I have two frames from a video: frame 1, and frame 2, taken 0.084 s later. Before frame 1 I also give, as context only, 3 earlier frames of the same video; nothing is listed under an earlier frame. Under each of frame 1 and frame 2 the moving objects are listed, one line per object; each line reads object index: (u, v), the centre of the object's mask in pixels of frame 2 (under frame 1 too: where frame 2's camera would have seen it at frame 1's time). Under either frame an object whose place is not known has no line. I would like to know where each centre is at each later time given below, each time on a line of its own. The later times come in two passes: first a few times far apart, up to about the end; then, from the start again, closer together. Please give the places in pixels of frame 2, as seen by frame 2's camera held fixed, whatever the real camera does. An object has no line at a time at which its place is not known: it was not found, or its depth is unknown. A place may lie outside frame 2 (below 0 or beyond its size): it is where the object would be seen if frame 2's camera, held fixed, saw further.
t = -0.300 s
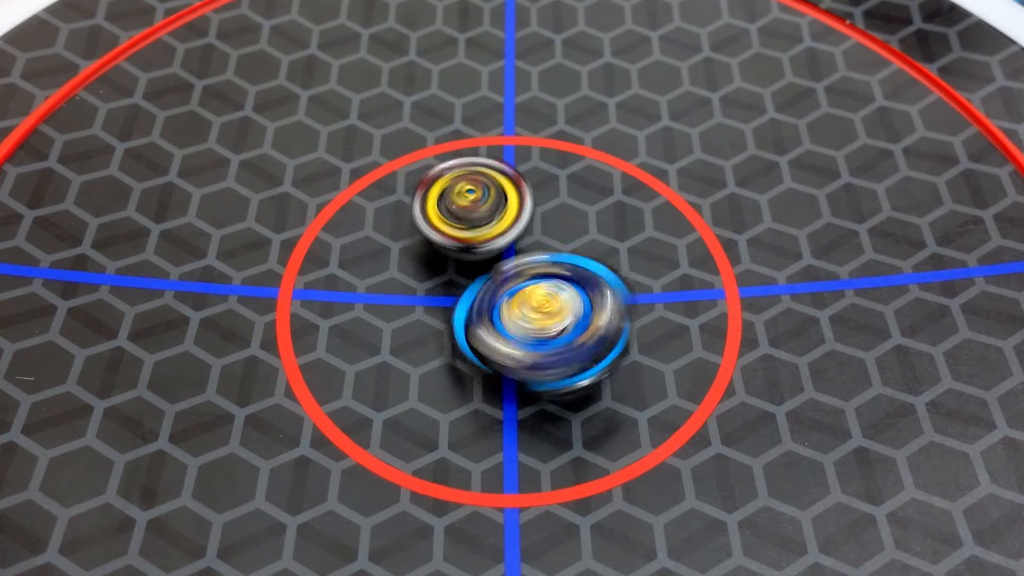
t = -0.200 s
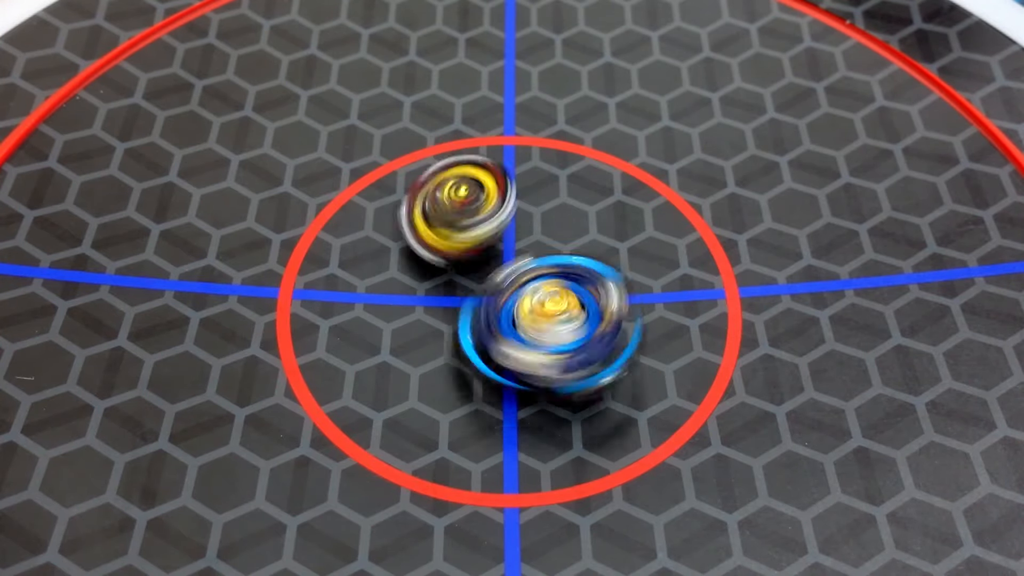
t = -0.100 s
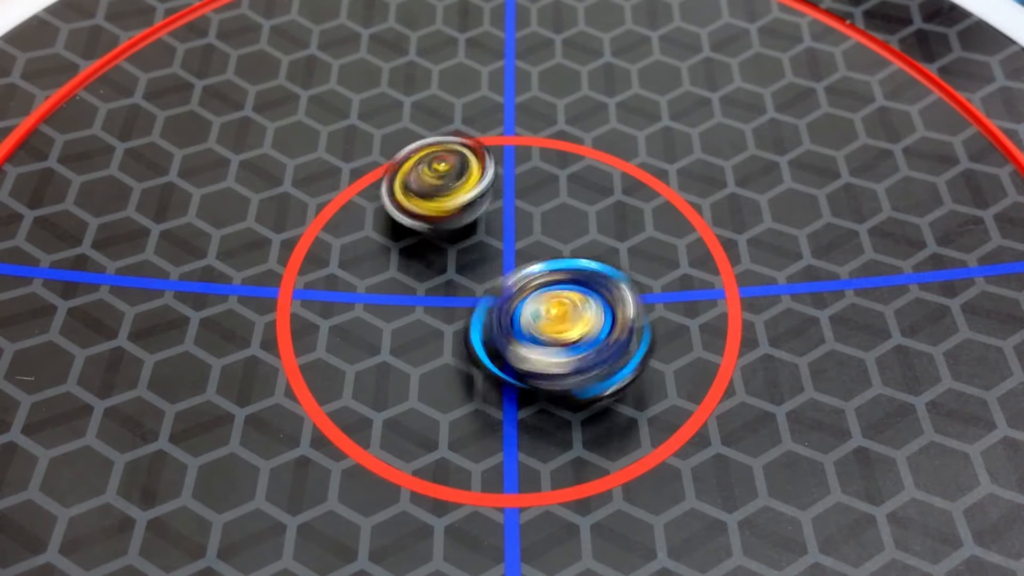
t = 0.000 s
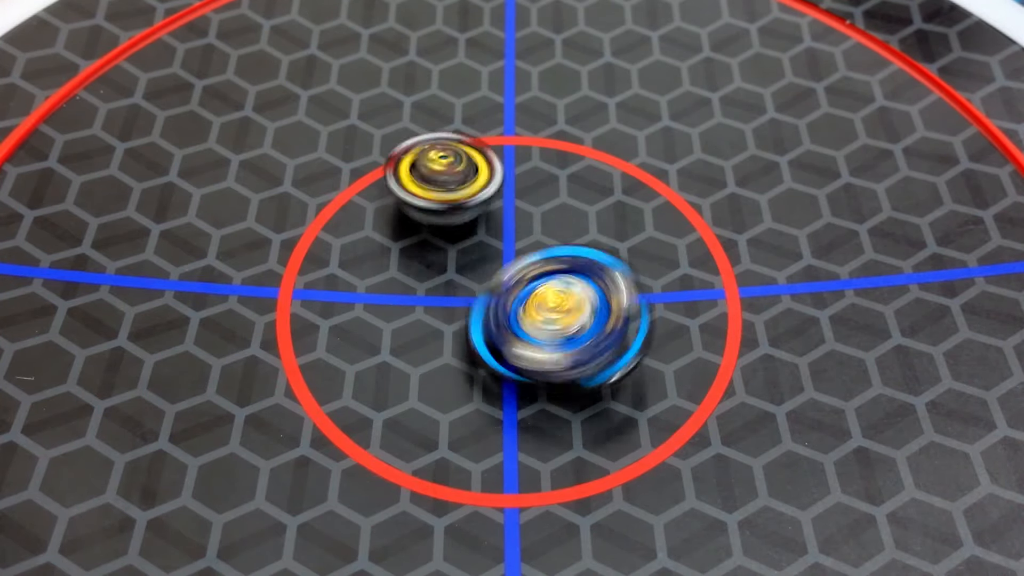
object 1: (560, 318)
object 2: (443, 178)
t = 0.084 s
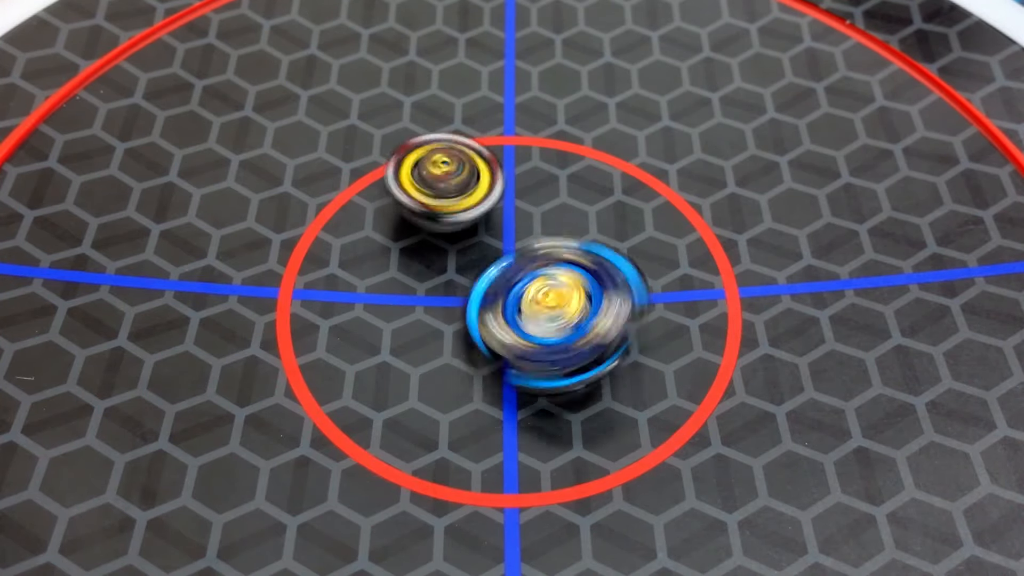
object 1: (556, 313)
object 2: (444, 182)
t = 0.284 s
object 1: (543, 285)
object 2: (435, 193)
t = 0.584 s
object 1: (555, 273)
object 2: (356, 167)
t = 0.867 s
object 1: (542, 285)
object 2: (368, 164)
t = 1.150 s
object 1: (538, 298)
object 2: (404, 206)
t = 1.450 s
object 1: (556, 287)
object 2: (399, 254)
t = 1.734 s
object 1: (552, 280)
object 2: (404, 254)
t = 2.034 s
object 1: (563, 274)
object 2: (375, 232)
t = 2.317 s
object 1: (564, 283)
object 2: (406, 242)
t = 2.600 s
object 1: (586, 281)
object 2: (415, 286)
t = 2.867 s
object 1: (566, 277)
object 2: (407, 275)
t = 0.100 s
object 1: (552, 310)
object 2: (442, 182)
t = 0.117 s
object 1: (555, 309)
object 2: (440, 183)
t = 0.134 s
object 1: (556, 306)
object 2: (440, 184)
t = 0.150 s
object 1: (553, 303)
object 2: (439, 185)
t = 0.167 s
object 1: (553, 301)
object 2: (438, 186)
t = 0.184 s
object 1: (552, 299)
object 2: (437, 187)
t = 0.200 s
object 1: (550, 298)
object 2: (436, 188)
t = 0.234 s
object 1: (546, 295)
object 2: (436, 190)
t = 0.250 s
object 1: (545, 292)
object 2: (435, 191)
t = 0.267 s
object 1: (545, 289)
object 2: (434, 192)
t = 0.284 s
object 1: (543, 285)
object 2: (435, 193)
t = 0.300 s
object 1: (541, 281)
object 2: (436, 194)
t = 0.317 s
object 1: (539, 279)
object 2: (435, 195)
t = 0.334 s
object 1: (537, 275)
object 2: (434, 195)
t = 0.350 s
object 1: (536, 276)
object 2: (432, 196)
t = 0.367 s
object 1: (536, 274)
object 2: (431, 196)
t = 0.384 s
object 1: (535, 273)
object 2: (428, 196)
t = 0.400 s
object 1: (538, 274)
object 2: (421, 191)
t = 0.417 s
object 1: (543, 275)
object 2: (407, 187)
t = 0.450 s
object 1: (550, 274)
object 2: (391, 180)
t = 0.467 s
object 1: (553, 274)
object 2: (382, 177)
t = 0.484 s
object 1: (555, 274)
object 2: (375, 175)
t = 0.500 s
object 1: (555, 273)
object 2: (370, 173)
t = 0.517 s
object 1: (555, 273)
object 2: (365, 170)
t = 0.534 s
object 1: (557, 275)
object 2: (361, 169)
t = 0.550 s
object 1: (557, 272)
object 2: (359, 168)
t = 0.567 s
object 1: (556, 272)
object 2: (358, 168)
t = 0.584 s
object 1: (555, 273)
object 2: (356, 167)
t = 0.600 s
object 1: (555, 274)
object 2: (354, 167)
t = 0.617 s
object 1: (555, 274)
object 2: (353, 166)
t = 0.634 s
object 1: (553, 275)
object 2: (352, 166)
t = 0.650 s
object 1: (553, 277)
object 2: (353, 166)
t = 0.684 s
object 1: (552, 277)
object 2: (351, 164)
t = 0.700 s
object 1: (551, 278)
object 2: (351, 163)
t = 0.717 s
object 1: (550, 278)
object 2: (352, 163)
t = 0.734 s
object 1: (548, 277)
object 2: (354, 163)
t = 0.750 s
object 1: (546, 278)
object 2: (354, 162)
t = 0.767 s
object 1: (546, 280)
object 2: (356, 163)
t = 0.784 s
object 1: (547, 281)
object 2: (357, 162)
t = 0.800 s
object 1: (547, 282)
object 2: (361, 163)
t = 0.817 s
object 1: (546, 283)
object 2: (363, 163)
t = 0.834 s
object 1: (546, 285)
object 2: (365, 164)
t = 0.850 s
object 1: (545, 285)
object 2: (367, 165)
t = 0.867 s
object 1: (542, 285)
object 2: (368, 164)
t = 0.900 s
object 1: (539, 286)
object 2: (374, 167)
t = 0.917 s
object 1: (538, 286)
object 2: (376, 170)
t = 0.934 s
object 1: (534, 281)
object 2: (378, 171)
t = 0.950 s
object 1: (537, 289)
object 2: (379, 172)
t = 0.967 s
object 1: (538, 290)
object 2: (383, 174)
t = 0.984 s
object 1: (539, 290)
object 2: (386, 176)
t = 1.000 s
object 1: (538, 291)
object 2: (388, 180)
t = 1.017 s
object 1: (541, 293)
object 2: (388, 183)
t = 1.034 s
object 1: (541, 292)
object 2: (390, 185)
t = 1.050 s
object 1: (540, 294)
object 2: (393, 188)
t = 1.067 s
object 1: (539, 294)
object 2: (396, 191)
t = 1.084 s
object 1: (539, 294)
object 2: (397, 193)
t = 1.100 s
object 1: (537, 295)
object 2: (398, 197)
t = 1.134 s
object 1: (537, 298)
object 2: (402, 204)
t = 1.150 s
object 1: (538, 298)
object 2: (404, 206)
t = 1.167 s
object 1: (538, 298)
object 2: (406, 209)
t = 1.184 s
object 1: (537, 300)
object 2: (406, 213)
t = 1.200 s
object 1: (541, 299)
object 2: (408, 216)
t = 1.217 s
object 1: (542, 299)
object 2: (409, 220)
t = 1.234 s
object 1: (542, 297)
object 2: (411, 223)
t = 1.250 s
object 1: (544, 296)
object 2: (411, 228)
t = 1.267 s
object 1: (546, 295)
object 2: (411, 232)
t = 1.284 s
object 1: (545, 293)
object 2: (411, 235)
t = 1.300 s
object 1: (543, 294)
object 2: (410, 237)
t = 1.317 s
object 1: (547, 295)
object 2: (409, 240)
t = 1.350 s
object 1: (553, 294)
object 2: (405, 245)
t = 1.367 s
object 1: (550, 293)
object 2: (402, 247)
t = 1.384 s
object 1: (555, 293)
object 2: (402, 250)
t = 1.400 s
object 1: (555, 291)
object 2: (402, 251)
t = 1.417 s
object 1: (553, 290)
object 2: (401, 252)
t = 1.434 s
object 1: (554, 289)
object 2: (401, 253)
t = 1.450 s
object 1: (556, 287)
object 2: (399, 254)
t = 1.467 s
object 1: (556, 287)
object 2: (400, 255)
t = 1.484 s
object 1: (553, 286)
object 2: (400, 257)
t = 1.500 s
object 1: (555, 287)
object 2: (401, 257)
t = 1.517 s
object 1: (559, 286)
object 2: (400, 257)
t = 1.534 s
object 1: (559, 285)
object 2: (399, 258)
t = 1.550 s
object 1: (557, 285)
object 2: (399, 259)
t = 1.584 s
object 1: (559, 285)
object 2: (401, 259)
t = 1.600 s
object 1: (558, 285)
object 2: (399, 259)
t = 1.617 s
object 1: (557, 285)
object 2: (399, 259)
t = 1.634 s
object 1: (557, 285)
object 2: (398, 259)
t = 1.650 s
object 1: (554, 284)
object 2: (399, 259)
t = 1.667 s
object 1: (551, 285)
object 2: (400, 258)
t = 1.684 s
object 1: (549, 285)
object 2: (401, 257)
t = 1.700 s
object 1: (551, 284)
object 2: (402, 256)
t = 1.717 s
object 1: (551, 282)
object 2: (402, 254)
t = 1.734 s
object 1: (552, 280)
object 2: (404, 254)
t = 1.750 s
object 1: (550, 279)
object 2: (405, 253)
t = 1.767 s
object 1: (549, 279)
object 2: (407, 252)
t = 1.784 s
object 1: (549, 279)
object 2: (407, 250)
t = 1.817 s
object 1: (549, 278)
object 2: (407, 245)
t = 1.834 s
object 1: (546, 278)
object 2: (401, 247)
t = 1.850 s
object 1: (553, 278)
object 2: (395, 245)
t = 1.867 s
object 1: (554, 278)
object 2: (388, 244)
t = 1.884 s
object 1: (559, 278)
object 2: (383, 242)
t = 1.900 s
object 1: (561, 277)
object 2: (377, 240)
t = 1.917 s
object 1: (561, 276)
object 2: (374, 239)
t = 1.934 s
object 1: (561, 276)
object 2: (373, 237)
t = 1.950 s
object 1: (562, 276)
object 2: (373, 236)
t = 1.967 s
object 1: (562, 275)
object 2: (373, 235)
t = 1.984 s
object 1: (563, 275)
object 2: (374, 235)
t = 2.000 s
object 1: (562, 275)
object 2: (373, 232)
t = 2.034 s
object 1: (563, 274)
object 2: (375, 232)
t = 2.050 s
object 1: (563, 274)
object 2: (377, 233)
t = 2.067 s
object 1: (560, 274)
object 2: (377, 232)
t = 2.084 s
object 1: (563, 276)
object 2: (379, 233)
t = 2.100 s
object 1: (565, 275)
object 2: (379, 231)
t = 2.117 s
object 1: (565, 274)
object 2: (382, 231)
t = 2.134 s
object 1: (563, 267)
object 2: (384, 230)
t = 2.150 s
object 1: (564, 275)
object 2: (386, 232)
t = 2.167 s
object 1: (567, 275)
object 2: (387, 232)
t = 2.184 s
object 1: (567, 275)
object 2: (389, 233)
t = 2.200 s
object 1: (566, 276)
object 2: (391, 234)
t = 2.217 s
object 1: (567, 279)
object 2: (394, 235)
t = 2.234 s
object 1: (566, 279)
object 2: (396, 236)
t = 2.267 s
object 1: (562, 279)
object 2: (397, 239)
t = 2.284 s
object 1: (559, 281)
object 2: (399, 240)
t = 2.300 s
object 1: (563, 283)
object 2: (403, 241)
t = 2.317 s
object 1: (564, 283)
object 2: (406, 242)
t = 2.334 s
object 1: (564, 283)
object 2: (410, 244)
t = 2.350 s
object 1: (564, 284)
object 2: (412, 248)
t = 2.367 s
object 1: (566, 287)
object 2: (413, 249)
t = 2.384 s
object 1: (569, 285)
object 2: (415, 252)
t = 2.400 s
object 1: (570, 285)
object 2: (420, 255)
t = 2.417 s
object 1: (570, 285)
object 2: (421, 258)
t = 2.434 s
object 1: (576, 286)
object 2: (418, 262)
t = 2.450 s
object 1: (581, 283)
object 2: (418, 265)
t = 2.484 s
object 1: (583, 281)
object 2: (417, 271)
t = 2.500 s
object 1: (581, 281)
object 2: (417, 275)
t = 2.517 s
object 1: (585, 281)
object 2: (418, 277)
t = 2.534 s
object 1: (589, 280)
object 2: (417, 279)
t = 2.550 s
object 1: (588, 279)
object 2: (417, 281)
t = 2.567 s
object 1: (586, 280)
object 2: (415, 284)
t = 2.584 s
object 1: (586, 281)
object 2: (416, 285)
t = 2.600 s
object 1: (586, 281)
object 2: (415, 286)
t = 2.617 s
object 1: (585, 281)
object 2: (415, 286)
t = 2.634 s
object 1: (583, 281)
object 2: (415, 286)
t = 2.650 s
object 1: (581, 283)
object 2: (416, 286)
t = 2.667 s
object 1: (580, 284)
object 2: (415, 287)
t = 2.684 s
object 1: (580, 283)
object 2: (415, 286)
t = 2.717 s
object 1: (577, 284)
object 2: (414, 285)
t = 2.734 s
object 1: (573, 284)
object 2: (415, 285)
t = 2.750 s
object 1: (576, 283)
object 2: (413, 284)
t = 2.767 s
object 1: (574, 281)
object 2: (413, 284)
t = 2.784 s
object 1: (572, 280)
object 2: (412, 281)
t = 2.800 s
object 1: (570, 279)
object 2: (412, 280)
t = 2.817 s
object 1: (569, 279)
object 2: (411, 279)
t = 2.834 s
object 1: (567, 278)
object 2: (413, 277)
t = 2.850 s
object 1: (564, 277)
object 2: (414, 277)
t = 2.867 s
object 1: (566, 277)
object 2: (407, 275)
